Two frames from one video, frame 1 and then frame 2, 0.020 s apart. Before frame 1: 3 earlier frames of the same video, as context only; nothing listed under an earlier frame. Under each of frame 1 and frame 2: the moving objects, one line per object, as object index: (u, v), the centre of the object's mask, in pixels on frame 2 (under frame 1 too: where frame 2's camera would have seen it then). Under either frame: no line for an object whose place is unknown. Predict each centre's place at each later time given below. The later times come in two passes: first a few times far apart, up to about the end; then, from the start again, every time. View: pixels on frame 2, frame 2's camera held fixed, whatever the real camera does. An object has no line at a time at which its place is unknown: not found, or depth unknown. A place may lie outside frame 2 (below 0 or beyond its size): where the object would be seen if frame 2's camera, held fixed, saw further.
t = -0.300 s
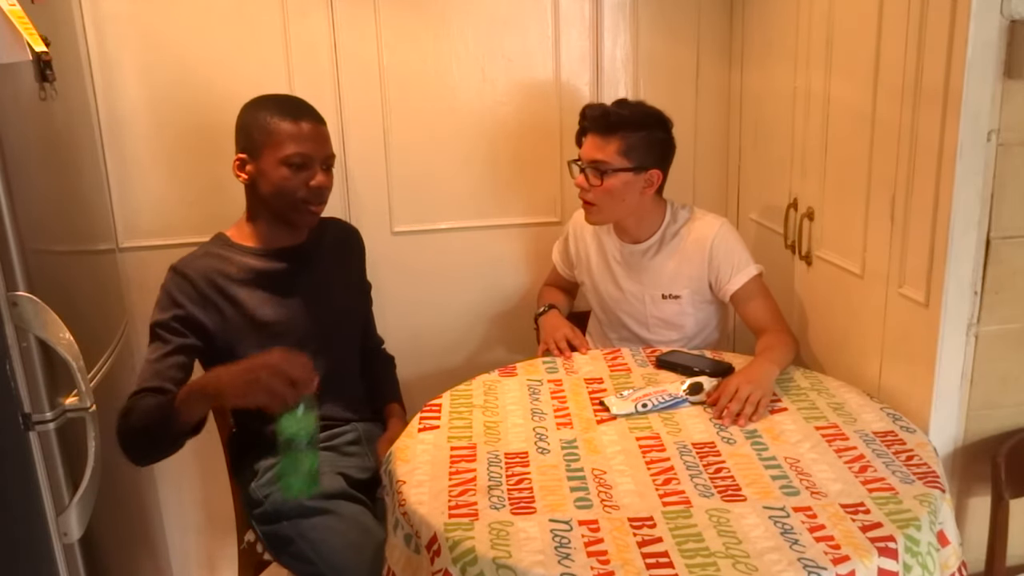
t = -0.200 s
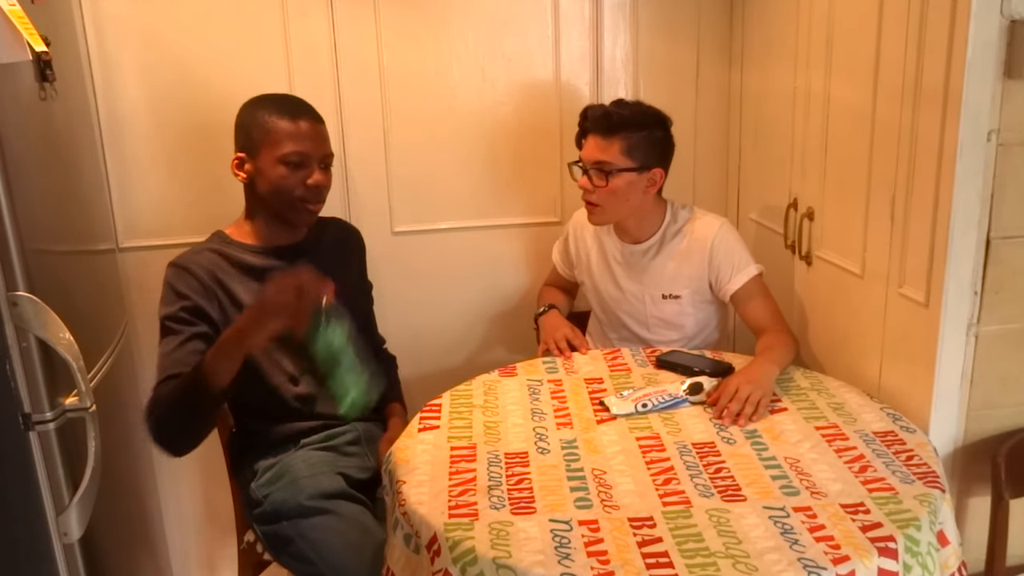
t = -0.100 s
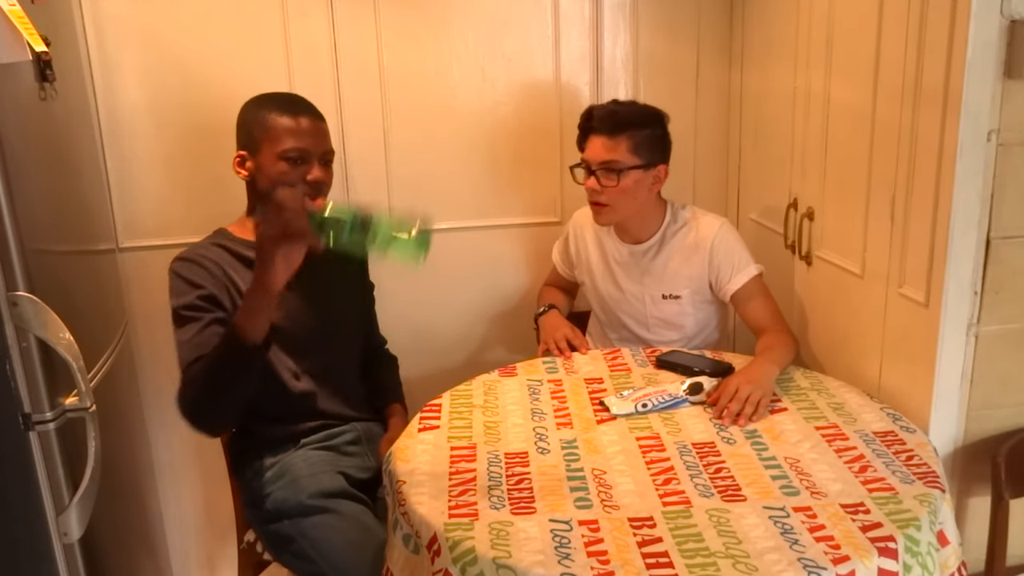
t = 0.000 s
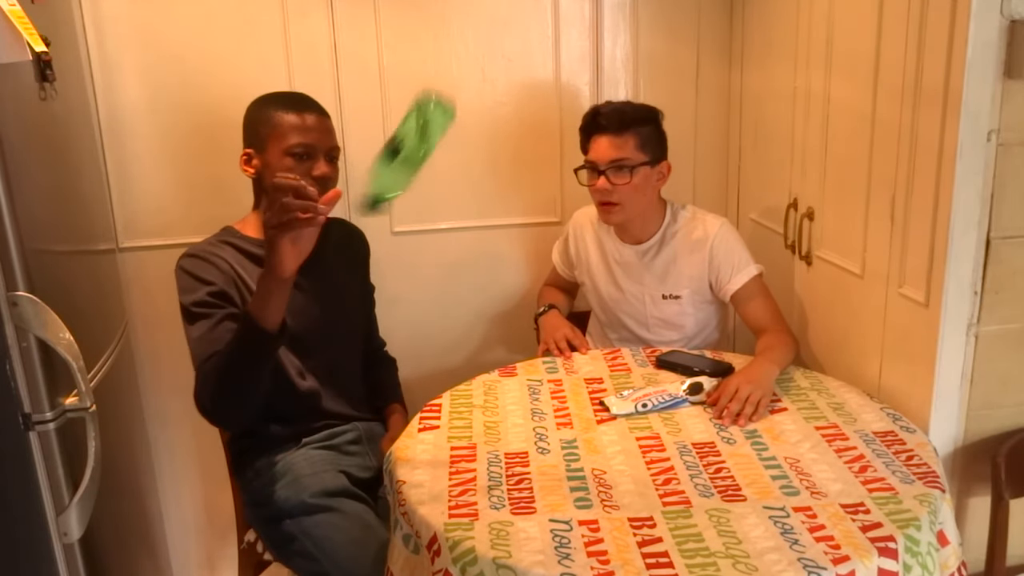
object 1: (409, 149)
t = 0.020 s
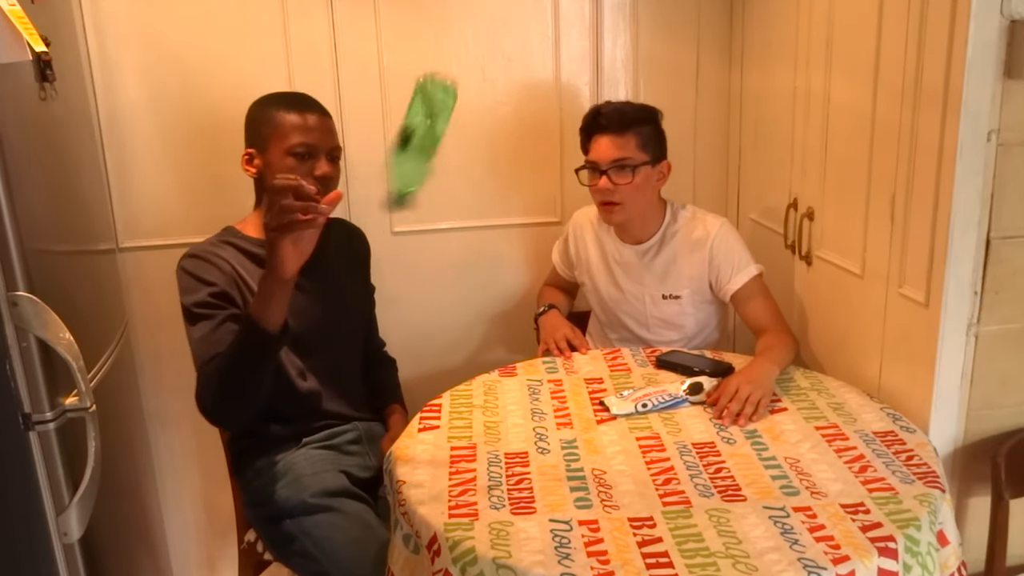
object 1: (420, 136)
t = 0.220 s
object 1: (514, 99)
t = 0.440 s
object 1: (571, 343)
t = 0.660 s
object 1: (576, 357)
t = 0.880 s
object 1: (576, 357)
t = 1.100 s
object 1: (567, 356)
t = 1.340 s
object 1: (567, 356)
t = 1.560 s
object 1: (569, 356)
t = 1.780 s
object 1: (568, 357)
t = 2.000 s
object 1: (564, 359)
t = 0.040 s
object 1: (433, 125)
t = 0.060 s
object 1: (444, 118)
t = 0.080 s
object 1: (457, 109)
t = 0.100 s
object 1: (469, 101)
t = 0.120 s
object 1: (478, 93)
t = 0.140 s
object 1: (486, 89)
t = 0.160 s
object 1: (495, 87)
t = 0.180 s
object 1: (502, 88)
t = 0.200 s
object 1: (508, 92)
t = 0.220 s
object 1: (514, 99)
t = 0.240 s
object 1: (521, 109)
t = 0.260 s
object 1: (524, 123)
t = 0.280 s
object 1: (531, 139)
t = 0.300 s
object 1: (536, 157)
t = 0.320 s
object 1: (543, 177)
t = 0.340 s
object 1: (547, 203)
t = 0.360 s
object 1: (551, 228)
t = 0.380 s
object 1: (556, 257)
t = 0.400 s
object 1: (560, 287)
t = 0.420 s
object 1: (565, 316)
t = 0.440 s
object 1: (571, 343)
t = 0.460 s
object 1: (574, 366)
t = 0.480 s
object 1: (575, 367)
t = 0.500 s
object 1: (576, 367)
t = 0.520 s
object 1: (575, 366)
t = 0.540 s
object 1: (574, 363)
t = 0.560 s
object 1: (573, 362)
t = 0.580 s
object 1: (573, 361)
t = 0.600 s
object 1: (573, 360)
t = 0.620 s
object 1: (574, 360)
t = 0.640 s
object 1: (575, 359)
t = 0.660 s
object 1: (576, 357)
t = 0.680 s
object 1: (577, 357)
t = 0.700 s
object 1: (577, 357)
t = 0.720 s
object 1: (578, 357)
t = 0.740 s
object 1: (578, 357)
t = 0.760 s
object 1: (578, 357)
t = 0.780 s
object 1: (578, 357)
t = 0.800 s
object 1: (578, 357)
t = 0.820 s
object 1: (578, 358)
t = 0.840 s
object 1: (577, 358)
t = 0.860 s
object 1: (577, 357)
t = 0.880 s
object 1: (576, 357)
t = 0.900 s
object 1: (575, 357)
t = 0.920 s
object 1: (574, 357)
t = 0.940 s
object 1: (571, 357)
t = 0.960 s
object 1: (569, 357)
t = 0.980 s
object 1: (567, 357)
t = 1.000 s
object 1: (566, 356)
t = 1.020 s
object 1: (565, 356)
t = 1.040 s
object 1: (565, 356)
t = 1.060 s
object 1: (566, 356)
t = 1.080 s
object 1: (567, 355)
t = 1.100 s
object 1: (567, 356)
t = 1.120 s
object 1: (568, 357)
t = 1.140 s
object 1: (569, 358)
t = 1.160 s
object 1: (569, 358)
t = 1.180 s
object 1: (570, 358)
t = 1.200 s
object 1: (570, 358)
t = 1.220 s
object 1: (570, 358)
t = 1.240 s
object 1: (570, 357)
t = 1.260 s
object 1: (570, 358)
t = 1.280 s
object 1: (569, 358)
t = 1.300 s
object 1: (569, 357)
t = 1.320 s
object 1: (568, 356)
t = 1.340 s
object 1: (567, 356)
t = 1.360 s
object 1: (567, 356)
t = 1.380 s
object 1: (567, 356)
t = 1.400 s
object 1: (568, 356)
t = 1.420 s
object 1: (569, 357)
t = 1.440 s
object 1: (569, 356)
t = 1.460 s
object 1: (568, 357)
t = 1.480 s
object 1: (568, 356)
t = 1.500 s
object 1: (568, 357)
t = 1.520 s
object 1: (568, 357)
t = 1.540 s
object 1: (569, 357)
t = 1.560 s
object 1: (569, 356)
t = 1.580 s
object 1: (568, 356)
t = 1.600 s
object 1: (568, 356)
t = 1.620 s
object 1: (568, 357)
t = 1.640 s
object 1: (568, 357)
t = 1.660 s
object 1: (568, 356)
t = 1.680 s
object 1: (568, 357)
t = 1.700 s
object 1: (568, 357)
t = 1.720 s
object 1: (568, 357)
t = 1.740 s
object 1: (568, 357)
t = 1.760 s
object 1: (568, 357)
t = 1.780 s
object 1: (568, 357)
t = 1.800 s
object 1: (568, 357)
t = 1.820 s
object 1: (567, 357)
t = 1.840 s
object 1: (567, 357)
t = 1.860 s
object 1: (566, 358)
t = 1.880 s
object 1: (566, 358)
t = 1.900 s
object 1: (565, 358)
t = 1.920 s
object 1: (564, 358)
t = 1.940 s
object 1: (564, 358)
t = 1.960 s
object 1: (564, 358)
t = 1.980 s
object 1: (564, 358)
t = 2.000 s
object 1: (564, 359)
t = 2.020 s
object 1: (564, 364)
